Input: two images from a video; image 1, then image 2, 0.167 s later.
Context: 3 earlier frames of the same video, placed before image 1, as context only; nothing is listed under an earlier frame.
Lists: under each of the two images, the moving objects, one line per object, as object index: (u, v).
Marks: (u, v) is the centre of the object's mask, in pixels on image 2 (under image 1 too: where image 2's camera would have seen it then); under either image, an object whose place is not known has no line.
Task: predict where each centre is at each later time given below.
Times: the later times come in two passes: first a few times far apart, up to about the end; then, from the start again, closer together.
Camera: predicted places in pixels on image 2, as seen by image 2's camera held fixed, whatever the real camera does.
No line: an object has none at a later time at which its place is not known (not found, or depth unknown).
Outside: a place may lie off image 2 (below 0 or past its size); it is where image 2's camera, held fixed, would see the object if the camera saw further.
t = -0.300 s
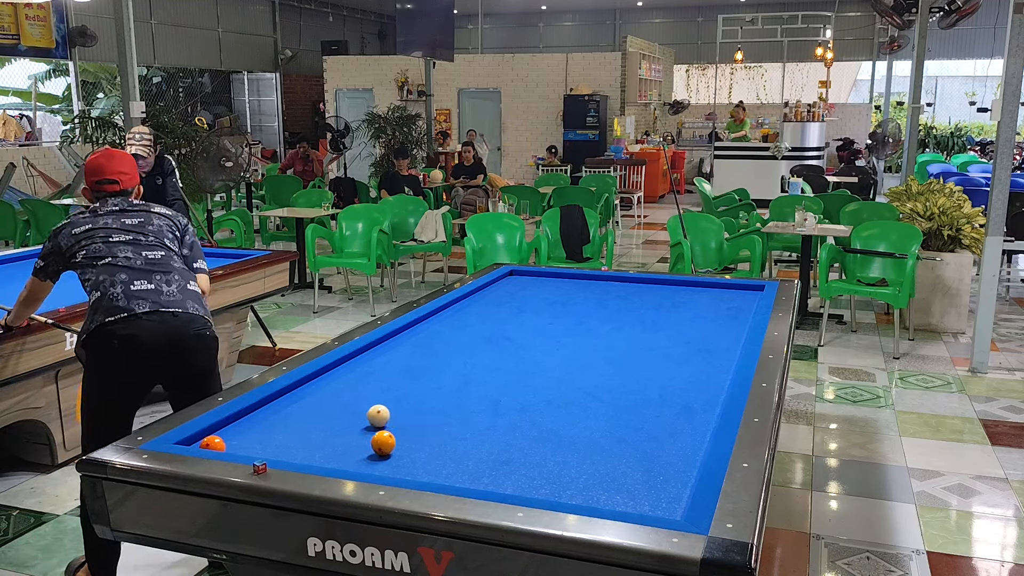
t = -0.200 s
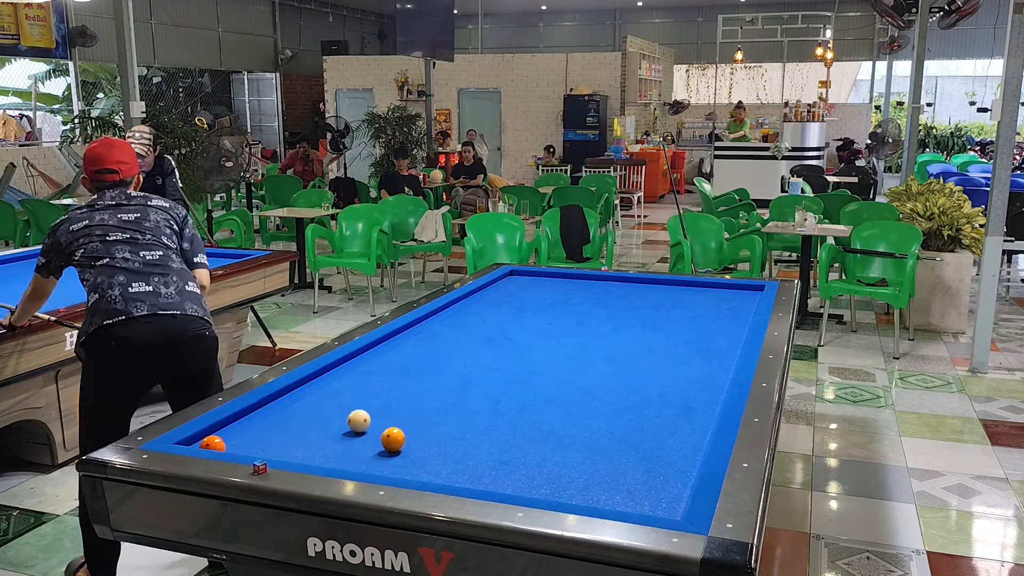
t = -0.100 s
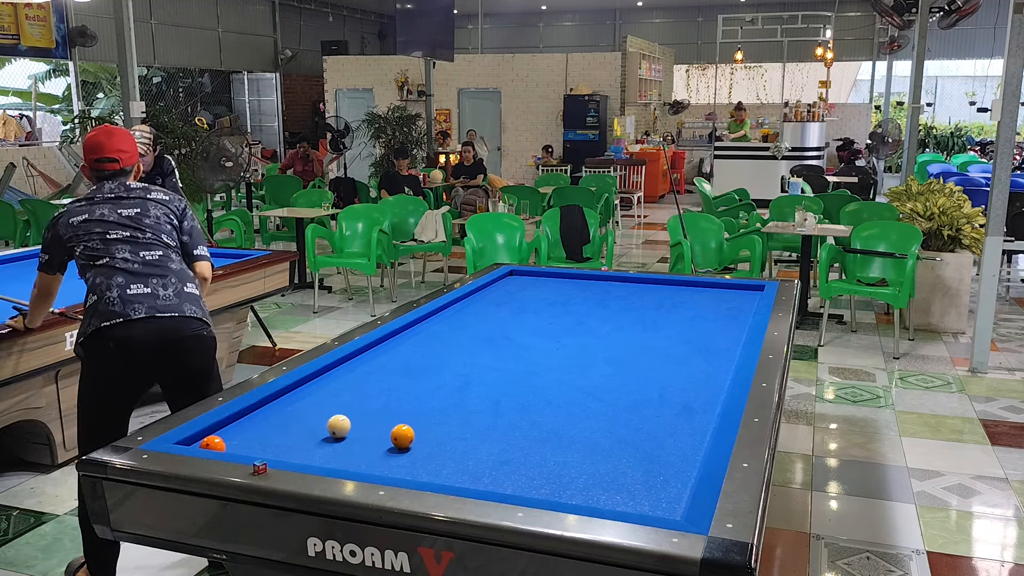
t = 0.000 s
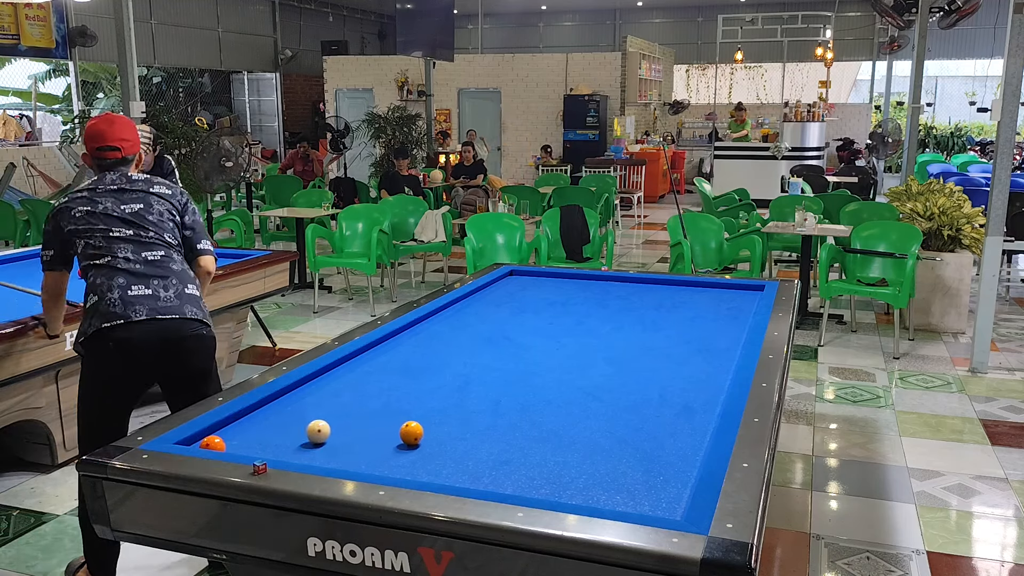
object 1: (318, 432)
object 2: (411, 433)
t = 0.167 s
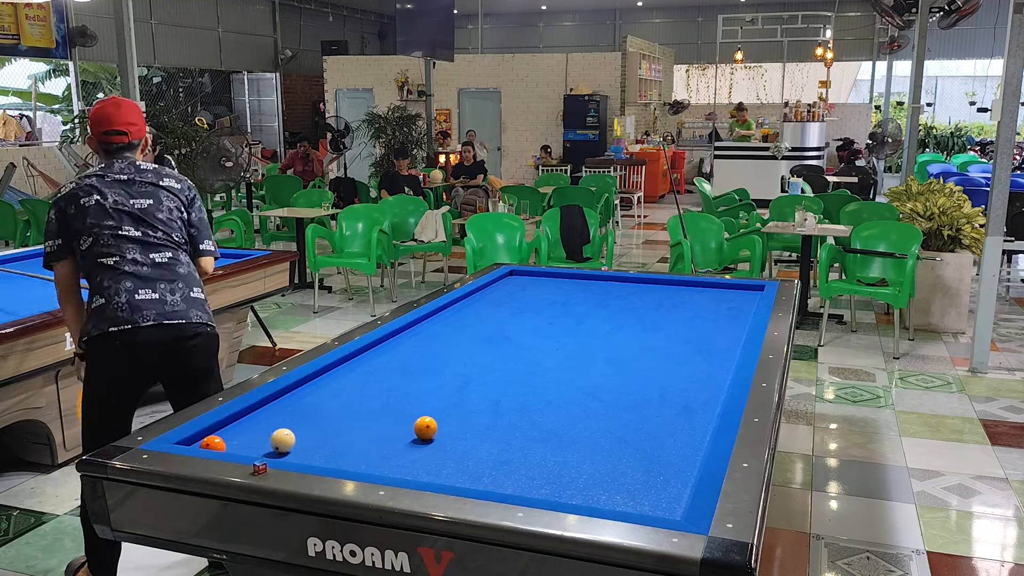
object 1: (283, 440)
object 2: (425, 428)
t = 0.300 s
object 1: (254, 446)
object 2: (436, 424)
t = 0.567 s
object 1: (242, 441)
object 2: (456, 417)
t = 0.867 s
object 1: (251, 427)
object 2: (477, 410)
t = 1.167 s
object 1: (259, 414)
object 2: (496, 403)
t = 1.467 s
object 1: (267, 403)
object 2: (513, 398)
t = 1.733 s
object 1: (285, 397)
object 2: (528, 393)
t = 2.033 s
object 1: (303, 390)
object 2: (542, 388)
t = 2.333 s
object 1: (320, 384)
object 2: (555, 384)
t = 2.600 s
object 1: (334, 379)
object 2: (566, 380)
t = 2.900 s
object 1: (348, 374)
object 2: (577, 377)
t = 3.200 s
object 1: (361, 369)
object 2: (586, 373)
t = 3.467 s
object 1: (371, 366)
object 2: (594, 371)
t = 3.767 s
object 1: (382, 362)
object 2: (602, 368)
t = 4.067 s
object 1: (392, 359)
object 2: (610, 366)
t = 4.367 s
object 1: (401, 356)
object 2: (616, 364)
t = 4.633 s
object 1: (408, 354)
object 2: (620, 363)
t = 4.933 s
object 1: (415, 352)
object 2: (625, 361)
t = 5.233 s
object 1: (421, 350)
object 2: (629, 359)
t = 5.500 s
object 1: (425, 348)
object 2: (631, 359)
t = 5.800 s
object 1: (430, 347)
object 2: (633, 357)
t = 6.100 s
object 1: (433, 346)
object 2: (633, 357)
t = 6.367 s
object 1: (436, 345)
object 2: (633, 356)
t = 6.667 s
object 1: (438, 344)
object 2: (633, 356)
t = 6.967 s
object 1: (438, 344)
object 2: (633, 356)
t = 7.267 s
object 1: (438, 344)
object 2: (633, 356)
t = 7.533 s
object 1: (438, 344)
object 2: (633, 356)
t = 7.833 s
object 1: (438, 344)
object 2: (633, 356)
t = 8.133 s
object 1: (438, 344)
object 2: (633, 356)
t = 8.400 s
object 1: (438, 344)
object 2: (633, 356)
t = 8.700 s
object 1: (438, 344)
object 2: (633, 356)
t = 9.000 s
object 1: (438, 344)
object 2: (633, 356)
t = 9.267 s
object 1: (438, 344)
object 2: (633, 356)
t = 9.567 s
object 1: (438, 344)
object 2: (633, 356)
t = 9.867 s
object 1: (438, 344)
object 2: (633, 356)
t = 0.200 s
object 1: (276, 442)
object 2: (428, 427)
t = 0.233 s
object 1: (268, 445)
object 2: (431, 426)
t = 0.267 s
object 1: (261, 446)
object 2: (433, 425)
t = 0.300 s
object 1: (254, 446)
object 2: (436, 424)
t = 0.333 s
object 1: (246, 447)
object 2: (439, 424)
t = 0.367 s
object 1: (240, 448)
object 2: (441, 423)
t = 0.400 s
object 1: (238, 446)
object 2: (444, 422)
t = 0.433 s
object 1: (238, 445)
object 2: (446, 421)
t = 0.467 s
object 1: (239, 445)
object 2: (449, 420)
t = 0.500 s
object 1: (239, 444)
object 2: (451, 419)
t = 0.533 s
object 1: (240, 443)
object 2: (454, 418)
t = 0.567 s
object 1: (242, 441)
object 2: (456, 417)
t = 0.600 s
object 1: (243, 439)
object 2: (459, 416)
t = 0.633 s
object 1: (244, 438)
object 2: (461, 416)
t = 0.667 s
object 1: (245, 436)
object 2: (463, 415)
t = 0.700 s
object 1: (246, 435)
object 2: (466, 414)
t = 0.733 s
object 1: (247, 433)
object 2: (468, 413)
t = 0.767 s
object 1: (248, 432)
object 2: (470, 412)
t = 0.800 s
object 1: (249, 430)
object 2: (473, 411)
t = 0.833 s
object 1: (250, 429)
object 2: (475, 411)
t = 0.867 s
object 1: (251, 427)
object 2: (477, 410)
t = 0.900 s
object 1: (252, 426)
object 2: (479, 409)
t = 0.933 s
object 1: (252, 424)
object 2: (481, 408)
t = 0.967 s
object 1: (254, 422)
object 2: (484, 408)
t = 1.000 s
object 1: (254, 421)
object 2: (486, 407)
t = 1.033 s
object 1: (255, 420)
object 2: (488, 406)
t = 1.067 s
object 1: (256, 418)
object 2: (490, 405)
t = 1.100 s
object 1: (257, 417)
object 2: (492, 405)
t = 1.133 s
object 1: (258, 416)
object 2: (494, 404)
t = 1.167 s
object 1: (259, 414)
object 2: (496, 403)
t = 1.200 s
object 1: (260, 413)
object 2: (498, 403)
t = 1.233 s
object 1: (261, 412)
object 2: (500, 402)
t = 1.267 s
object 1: (261, 411)
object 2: (502, 401)
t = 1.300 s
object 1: (262, 409)
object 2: (504, 401)
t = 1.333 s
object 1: (263, 408)
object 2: (506, 400)
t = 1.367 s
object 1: (264, 407)
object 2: (508, 399)
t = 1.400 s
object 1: (265, 406)
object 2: (510, 399)
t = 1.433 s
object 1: (266, 404)
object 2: (511, 398)
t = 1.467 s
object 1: (267, 403)
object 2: (513, 398)
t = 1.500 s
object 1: (269, 402)
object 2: (515, 397)
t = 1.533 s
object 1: (271, 402)
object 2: (517, 396)
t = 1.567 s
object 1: (273, 401)
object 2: (519, 396)
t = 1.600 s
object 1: (276, 400)
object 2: (521, 395)
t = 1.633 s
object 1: (278, 399)
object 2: (522, 395)
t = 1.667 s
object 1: (280, 398)
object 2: (524, 394)
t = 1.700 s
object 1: (282, 398)
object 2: (526, 394)
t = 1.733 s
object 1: (285, 397)
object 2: (528, 393)
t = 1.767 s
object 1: (287, 396)
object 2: (529, 393)
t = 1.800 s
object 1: (289, 395)
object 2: (531, 392)
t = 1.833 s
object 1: (291, 395)
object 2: (533, 391)
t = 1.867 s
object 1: (293, 394)
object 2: (534, 391)
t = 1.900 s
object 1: (295, 393)
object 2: (536, 390)
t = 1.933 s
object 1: (297, 392)
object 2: (537, 390)
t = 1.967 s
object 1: (299, 392)
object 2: (539, 389)
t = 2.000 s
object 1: (301, 391)
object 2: (540, 389)
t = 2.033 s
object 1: (303, 390)
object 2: (542, 388)
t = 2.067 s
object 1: (305, 389)
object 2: (544, 387)
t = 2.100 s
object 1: (307, 389)
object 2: (545, 387)
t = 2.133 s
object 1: (309, 388)
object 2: (547, 386)
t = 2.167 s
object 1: (311, 387)
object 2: (548, 386)
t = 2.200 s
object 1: (313, 386)
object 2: (550, 385)
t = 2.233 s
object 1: (315, 386)
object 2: (551, 385)
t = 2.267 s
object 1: (317, 385)
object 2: (553, 385)
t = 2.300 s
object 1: (318, 385)
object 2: (554, 384)
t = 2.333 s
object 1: (320, 384)
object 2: (555, 384)
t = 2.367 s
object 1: (322, 383)
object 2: (557, 383)
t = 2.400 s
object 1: (324, 382)
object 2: (558, 383)
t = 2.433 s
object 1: (326, 382)
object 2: (559, 382)
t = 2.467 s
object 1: (327, 381)
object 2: (561, 382)
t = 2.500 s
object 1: (329, 381)
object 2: (562, 381)
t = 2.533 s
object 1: (331, 380)
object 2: (563, 381)
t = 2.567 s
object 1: (332, 380)
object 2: (564, 381)
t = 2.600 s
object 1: (334, 379)
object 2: (566, 380)
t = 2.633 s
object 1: (336, 378)
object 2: (567, 380)
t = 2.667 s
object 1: (337, 378)
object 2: (568, 379)
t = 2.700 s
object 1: (339, 377)
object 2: (570, 379)
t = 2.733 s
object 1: (341, 377)
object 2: (571, 378)
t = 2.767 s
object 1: (342, 376)
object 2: (572, 378)
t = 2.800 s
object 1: (344, 376)
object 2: (573, 378)
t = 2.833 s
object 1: (345, 375)
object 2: (574, 377)
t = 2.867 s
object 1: (347, 374)
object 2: (575, 377)
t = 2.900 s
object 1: (348, 374)
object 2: (577, 377)
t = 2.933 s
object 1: (350, 373)
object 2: (578, 376)
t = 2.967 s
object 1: (351, 373)
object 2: (579, 376)
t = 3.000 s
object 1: (353, 373)
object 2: (580, 375)
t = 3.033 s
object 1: (354, 372)
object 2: (581, 375)
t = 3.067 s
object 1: (356, 372)
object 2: (582, 375)
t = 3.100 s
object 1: (357, 371)
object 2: (583, 374)
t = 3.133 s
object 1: (358, 370)
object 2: (584, 374)
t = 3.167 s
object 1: (360, 370)
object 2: (585, 374)
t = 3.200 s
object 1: (361, 369)
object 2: (586, 373)
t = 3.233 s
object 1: (362, 369)
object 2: (587, 373)
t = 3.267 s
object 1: (364, 368)
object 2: (588, 373)
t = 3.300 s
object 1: (365, 368)
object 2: (589, 372)
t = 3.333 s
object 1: (366, 368)
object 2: (590, 372)
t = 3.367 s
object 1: (368, 367)
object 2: (591, 372)
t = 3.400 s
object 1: (369, 367)
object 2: (592, 371)
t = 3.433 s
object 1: (370, 366)
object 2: (593, 371)
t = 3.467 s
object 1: (371, 366)
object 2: (594, 371)
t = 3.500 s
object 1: (373, 365)
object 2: (595, 371)
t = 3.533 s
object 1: (374, 365)
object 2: (596, 370)
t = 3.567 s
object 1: (375, 365)
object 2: (597, 370)
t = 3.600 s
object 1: (376, 364)
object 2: (598, 370)
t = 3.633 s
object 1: (377, 364)
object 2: (599, 370)
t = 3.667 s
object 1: (379, 363)
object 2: (600, 369)
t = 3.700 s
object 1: (380, 363)
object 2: (601, 369)
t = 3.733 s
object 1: (381, 363)
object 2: (601, 368)
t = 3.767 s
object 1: (382, 362)
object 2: (602, 368)
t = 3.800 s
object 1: (383, 362)
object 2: (603, 368)
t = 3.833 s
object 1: (384, 361)
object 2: (604, 368)
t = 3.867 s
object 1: (385, 361)
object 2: (605, 368)
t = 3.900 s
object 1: (387, 361)
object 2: (606, 367)
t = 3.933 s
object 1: (388, 360)
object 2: (606, 367)
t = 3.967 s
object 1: (389, 360)
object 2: (607, 367)
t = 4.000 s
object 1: (390, 360)
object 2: (608, 366)
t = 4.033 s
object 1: (391, 359)
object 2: (609, 366)
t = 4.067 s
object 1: (392, 359)
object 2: (610, 366)
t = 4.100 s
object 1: (393, 359)
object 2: (610, 366)
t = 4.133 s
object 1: (394, 358)
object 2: (611, 365)
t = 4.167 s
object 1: (395, 358)
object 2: (612, 365)
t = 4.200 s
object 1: (396, 358)
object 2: (612, 365)
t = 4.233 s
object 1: (397, 357)
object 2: (613, 365)
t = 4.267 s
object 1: (398, 357)
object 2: (614, 364)
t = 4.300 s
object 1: (399, 357)
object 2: (614, 364)
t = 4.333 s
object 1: (400, 356)
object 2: (615, 364)
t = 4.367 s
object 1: (401, 356)
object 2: (616, 364)
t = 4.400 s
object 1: (401, 356)
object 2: (616, 364)
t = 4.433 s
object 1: (402, 355)
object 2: (617, 363)
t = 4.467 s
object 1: (403, 355)
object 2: (618, 363)
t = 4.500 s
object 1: (404, 355)
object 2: (618, 363)
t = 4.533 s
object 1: (405, 355)
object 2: (619, 363)
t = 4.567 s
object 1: (406, 354)
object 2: (619, 363)
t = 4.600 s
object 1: (407, 354)
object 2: (620, 363)
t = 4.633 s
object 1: (408, 354)
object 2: (620, 363)
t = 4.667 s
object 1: (408, 354)
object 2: (621, 362)
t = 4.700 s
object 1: (409, 353)
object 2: (622, 362)
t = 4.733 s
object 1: (410, 353)
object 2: (622, 362)
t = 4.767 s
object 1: (411, 353)
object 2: (623, 362)
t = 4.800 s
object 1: (412, 352)
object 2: (623, 361)
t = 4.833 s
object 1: (413, 352)
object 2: (624, 362)
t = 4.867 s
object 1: (413, 352)
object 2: (624, 362)
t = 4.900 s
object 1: (414, 352)
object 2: (625, 361)
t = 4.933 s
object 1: (415, 352)
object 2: (625, 361)
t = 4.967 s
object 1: (415, 351)
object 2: (625, 361)
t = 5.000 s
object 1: (416, 351)
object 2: (626, 360)
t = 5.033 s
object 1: (417, 351)
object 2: (626, 360)
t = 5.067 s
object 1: (418, 351)
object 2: (627, 360)
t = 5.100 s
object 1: (418, 351)
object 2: (627, 360)
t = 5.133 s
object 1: (419, 350)
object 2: (627, 360)
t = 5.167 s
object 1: (419, 350)
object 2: (628, 360)
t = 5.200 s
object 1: (420, 350)
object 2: (628, 359)
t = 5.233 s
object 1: (421, 350)
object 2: (629, 359)
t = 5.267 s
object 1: (421, 350)
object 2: (629, 359)
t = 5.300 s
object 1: (422, 349)
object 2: (629, 359)
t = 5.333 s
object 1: (423, 349)
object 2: (630, 359)
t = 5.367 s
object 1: (423, 349)
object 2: (630, 359)
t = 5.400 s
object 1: (424, 349)
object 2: (630, 359)
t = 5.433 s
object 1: (424, 349)
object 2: (631, 359)
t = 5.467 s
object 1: (425, 349)
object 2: (631, 359)
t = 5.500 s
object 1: (425, 348)
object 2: (631, 359)
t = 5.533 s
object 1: (426, 348)
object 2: (631, 358)
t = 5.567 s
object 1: (427, 348)
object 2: (632, 358)
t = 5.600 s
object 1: (427, 348)
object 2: (632, 358)
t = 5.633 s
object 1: (428, 348)
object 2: (632, 358)
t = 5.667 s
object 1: (428, 347)
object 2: (632, 358)
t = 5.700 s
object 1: (429, 347)
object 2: (632, 358)
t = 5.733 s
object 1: (429, 347)
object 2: (633, 358)
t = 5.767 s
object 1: (429, 347)
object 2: (633, 358)
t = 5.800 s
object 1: (430, 347)
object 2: (633, 357)
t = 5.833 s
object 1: (430, 347)
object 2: (633, 357)
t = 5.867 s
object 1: (431, 347)
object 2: (633, 357)
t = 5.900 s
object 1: (431, 346)
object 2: (633, 357)
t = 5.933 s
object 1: (431, 346)
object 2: (633, 357)
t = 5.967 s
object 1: (432, 346)
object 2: (633, 357)
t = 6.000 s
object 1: (432, 346)
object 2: (633, 357)
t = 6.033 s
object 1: (433, 346)
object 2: (633, 357)
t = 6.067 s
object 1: (433, 346)
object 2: (633, 357)
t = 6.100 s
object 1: (433, 346)
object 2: (633, 357)
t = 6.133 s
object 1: (434, 346)
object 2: (633, 357)
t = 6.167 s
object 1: (434, 346)
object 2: (633, 357)
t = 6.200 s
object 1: (435, 346)
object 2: (633, 357)
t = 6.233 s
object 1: (435, 345)
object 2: (633, 356)
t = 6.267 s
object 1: (435, 345)
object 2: (633, 357)
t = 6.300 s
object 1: (435, 345)
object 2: (633, 357)
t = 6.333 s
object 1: (436, 345)
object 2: (633, 356)
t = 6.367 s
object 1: (436, 345)
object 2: (633, 356)
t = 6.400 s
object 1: (436, 345)
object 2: (633, 356)
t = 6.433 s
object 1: (436, 345)
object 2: (633, 356)
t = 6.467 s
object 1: (437, 345)
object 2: (633, 356)
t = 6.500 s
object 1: (437, 345)
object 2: (633, 356)
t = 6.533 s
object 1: (437, 345)
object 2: (633, 356)
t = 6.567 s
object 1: (437, 345)
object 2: (633, 356)
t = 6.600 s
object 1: (437, 344)
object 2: (633, 356)
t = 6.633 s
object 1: (437, 344)
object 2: (633, 356)
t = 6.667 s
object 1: (438, 344)
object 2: (633, 356)
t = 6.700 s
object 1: (438, 344)
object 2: (633, 356)
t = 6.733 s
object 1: (438, 344)
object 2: (633, 356)
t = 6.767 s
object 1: (438, 344)
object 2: (633, 356)
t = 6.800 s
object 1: (438, 344)
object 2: (633, 356)
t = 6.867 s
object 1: (438, 344)
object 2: (633, 356)
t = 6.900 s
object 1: (438, 344)
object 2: (633, 356)
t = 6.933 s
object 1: (438, 344)
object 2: (633, 356)
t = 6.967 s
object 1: (438, 344)
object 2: (633, 356)
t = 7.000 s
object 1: (438, 344)
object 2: (633, 356)
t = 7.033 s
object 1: (438, 344)
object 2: (633, 356)
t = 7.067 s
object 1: (438, 344)
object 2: (633, 356)
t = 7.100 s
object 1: (438, 344)
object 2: (633, 356)
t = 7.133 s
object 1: (438, 344)
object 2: (633, 356)
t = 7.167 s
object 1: (438, 344)
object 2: (633, 356)
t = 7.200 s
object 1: (438, 344)
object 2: (633, 356)
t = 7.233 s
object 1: (438, 344)
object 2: (633, 356)
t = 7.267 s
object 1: (438, 344)
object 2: (633, 356)
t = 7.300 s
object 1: (438, 344)
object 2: (633, 356)
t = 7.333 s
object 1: (438, 344)
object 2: (633, 356)
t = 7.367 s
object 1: (438, 344)
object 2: (633, 356)
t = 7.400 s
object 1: (438, 344)
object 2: (633, 356)
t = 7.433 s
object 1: (438, 344)
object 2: (633, 356)
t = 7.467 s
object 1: (438, 344)
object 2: (633, 356)
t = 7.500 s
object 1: (438, 344)
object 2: (633, 356)
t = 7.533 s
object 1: (438, 344)
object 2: (633, 356)
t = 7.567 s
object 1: (438, 344)
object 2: (633, 356)
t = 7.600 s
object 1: (438, 344)
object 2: (633, 356)
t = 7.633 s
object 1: (438, 344)
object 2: (633, 356)
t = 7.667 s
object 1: (438, 344)
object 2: (633, 356)
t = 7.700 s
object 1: (438, 344)
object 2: (633, 356)
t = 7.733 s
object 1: (438, 344)
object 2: (633, 356)
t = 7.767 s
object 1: (438, 344)
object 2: (633, 356)
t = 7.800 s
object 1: (438, 344)
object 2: (633, 356)
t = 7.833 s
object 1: (438, 344)
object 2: (633, 356)
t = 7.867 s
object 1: (438, 344)
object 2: (633, 356)
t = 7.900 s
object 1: (438, 344)
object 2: (633, 356)
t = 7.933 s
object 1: (438, 344)
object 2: (633, 356)
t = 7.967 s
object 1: (438, 344)
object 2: (633, 356)
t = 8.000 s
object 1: (438, 344)
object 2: (633, 356)
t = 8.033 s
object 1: (438, 344)
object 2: (633, 356)
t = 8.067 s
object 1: (438, 344)
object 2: (633, 356)
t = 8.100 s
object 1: (438, 344)
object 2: (633, 356)
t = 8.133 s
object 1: (438, 344)
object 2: (633, 356)
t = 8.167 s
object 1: (438, 344)
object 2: (633, 356)
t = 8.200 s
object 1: (438, 344)
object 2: (633, 356)
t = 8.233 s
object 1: (438, 344)
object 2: (633, 356)
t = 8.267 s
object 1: (438, 344)
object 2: (633, 356)
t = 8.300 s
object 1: (438, 344)
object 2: (633, 356)
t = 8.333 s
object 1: (438, 344)
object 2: (633, 356)
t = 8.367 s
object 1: (438, 344)
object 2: (633, 356)
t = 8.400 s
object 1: (438, 344)
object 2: (633, 356)
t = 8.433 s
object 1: (438, 344)
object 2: (633, 356)
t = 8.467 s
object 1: (438, 344)
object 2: (633, 356)
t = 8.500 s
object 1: (438, 344)
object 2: (633, 356)
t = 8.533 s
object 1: (438, 344)
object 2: (633, 356)
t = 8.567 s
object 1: (438, 344)
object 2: (633, 356)
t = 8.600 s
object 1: (438, 344)
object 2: (633, 356)
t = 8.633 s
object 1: (438, 344)
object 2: (633, 356)
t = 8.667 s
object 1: (438, 344)
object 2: (633, 356)
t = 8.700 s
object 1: (438, 344)
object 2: (633, 356)
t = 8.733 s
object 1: (438, 344)
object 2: (633, 356)
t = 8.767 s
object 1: (438, 344)
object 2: (633, 356)
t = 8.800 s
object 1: (438, 344)
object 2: (633, 356)
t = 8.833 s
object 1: (438, 344)
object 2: (633, 356)
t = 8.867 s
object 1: (438, 344)
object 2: (633, 356)
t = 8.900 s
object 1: (438, 344)
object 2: (633, 356)
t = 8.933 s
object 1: (438, 344)
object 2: (633, 356)
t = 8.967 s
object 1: (438, 344)
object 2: (633, 356)
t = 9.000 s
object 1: (438, 344)
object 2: (633, 356)
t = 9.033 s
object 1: (438, 344)
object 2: (633, 356)
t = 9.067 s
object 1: (438, 344)
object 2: (633, 356)
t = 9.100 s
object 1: (438, 344)
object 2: (633, 356)
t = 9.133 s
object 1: (438, 344)
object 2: (633, 356)
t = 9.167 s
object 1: (438, 344)
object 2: (633, 356)
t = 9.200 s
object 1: (438, 344)
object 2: (633, 356)
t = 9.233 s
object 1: (438, 344)
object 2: (633, 356)
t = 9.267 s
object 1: (438, 344)
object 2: (633, 356)
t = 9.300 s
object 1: (438, 344)
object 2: (633, 356)
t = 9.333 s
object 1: (438, 344)
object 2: (633, 356)
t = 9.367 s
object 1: (438, 344)
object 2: (633, 356)
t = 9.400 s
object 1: (438, 344)
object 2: (633, 356)
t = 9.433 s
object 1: (438, 344)
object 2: (633, 356)
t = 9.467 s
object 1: (438, 344)
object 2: (633, 356)
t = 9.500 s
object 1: (438, 344)
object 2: (633, 356)
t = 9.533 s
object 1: (438, 344)
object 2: (633, 356)
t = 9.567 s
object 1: (438, 344)
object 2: (633, 356)
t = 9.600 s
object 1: (438, 344)
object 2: (633, 356)
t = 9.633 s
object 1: (438, 344)
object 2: (633, 356)
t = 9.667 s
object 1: (438, 344)
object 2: (633, 356)
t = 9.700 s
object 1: (438, 344)
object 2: (633, 356)
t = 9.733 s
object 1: (438, 344)
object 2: (633, 356)
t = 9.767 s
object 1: (438, 344)
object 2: (633, 356)
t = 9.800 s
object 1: (438, 344)
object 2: (633, 356)
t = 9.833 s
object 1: (438, 344)
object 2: (633, 356)
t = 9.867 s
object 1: (438, 344)
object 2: (633, 356)
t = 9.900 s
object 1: (438, 344)
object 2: (633, 356)
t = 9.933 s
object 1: (438, 344)
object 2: (633, 356)
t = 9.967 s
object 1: (438, 344)
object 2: (633, 356)
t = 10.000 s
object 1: (438, 344)
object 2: (633, 356)
